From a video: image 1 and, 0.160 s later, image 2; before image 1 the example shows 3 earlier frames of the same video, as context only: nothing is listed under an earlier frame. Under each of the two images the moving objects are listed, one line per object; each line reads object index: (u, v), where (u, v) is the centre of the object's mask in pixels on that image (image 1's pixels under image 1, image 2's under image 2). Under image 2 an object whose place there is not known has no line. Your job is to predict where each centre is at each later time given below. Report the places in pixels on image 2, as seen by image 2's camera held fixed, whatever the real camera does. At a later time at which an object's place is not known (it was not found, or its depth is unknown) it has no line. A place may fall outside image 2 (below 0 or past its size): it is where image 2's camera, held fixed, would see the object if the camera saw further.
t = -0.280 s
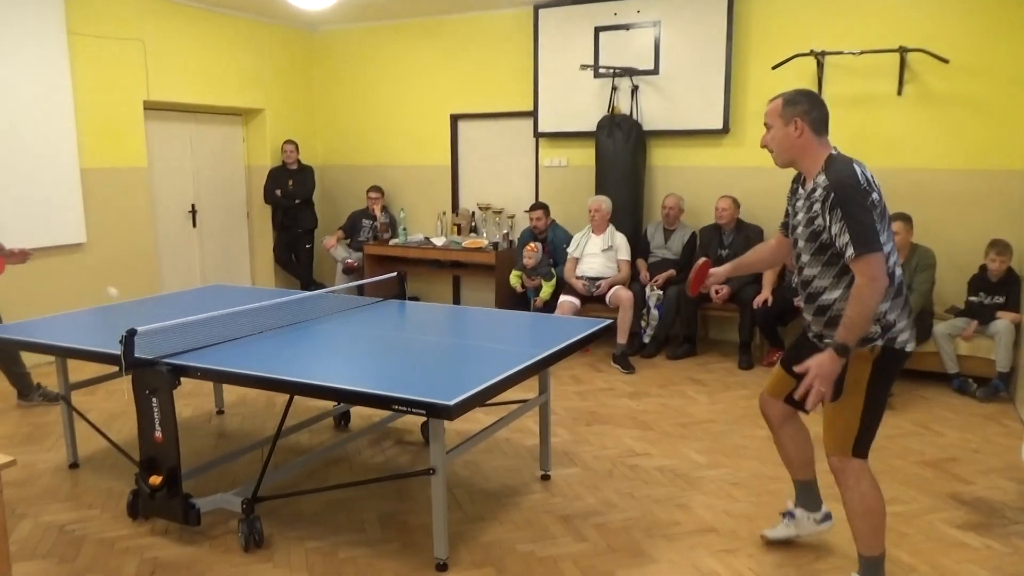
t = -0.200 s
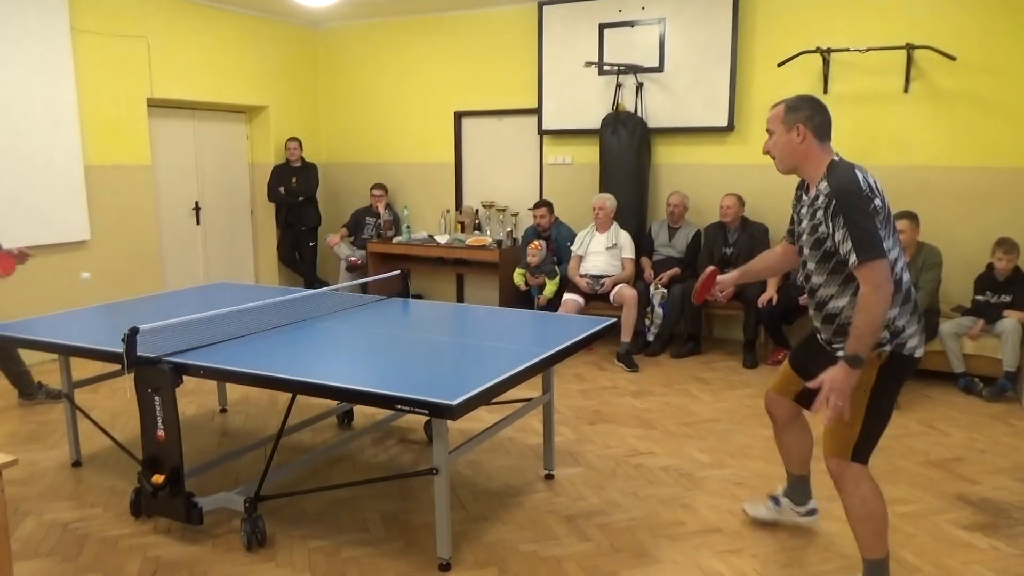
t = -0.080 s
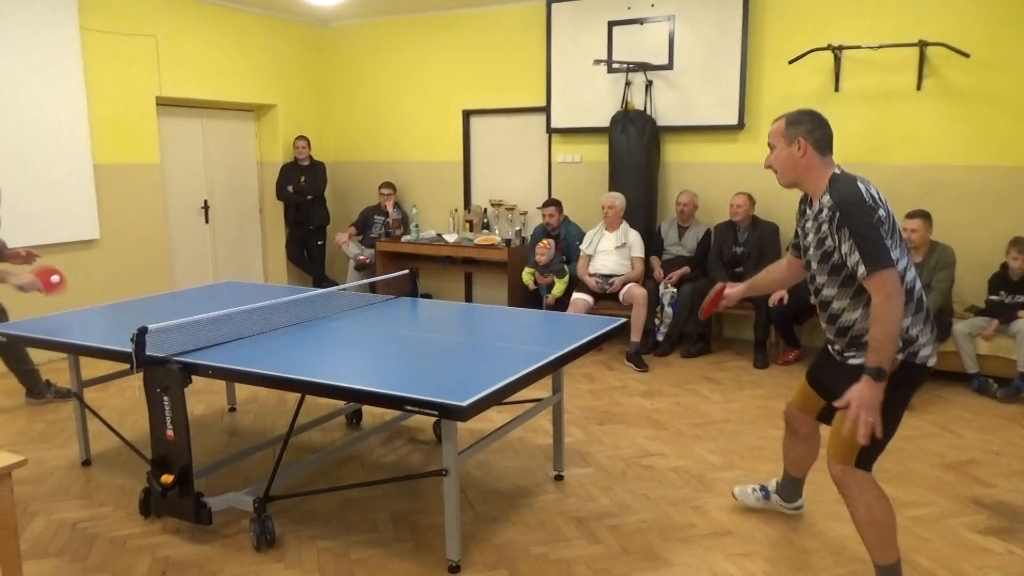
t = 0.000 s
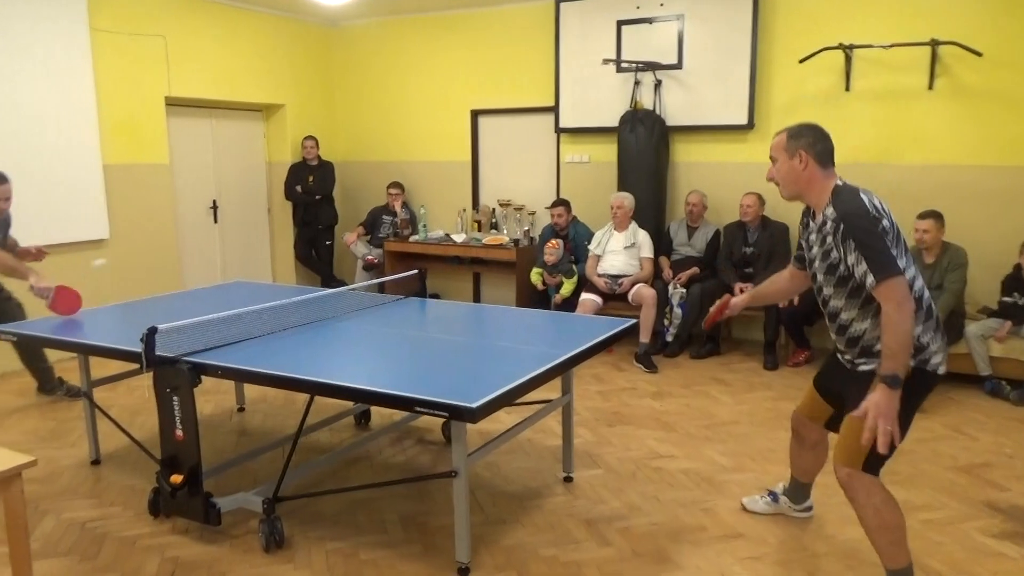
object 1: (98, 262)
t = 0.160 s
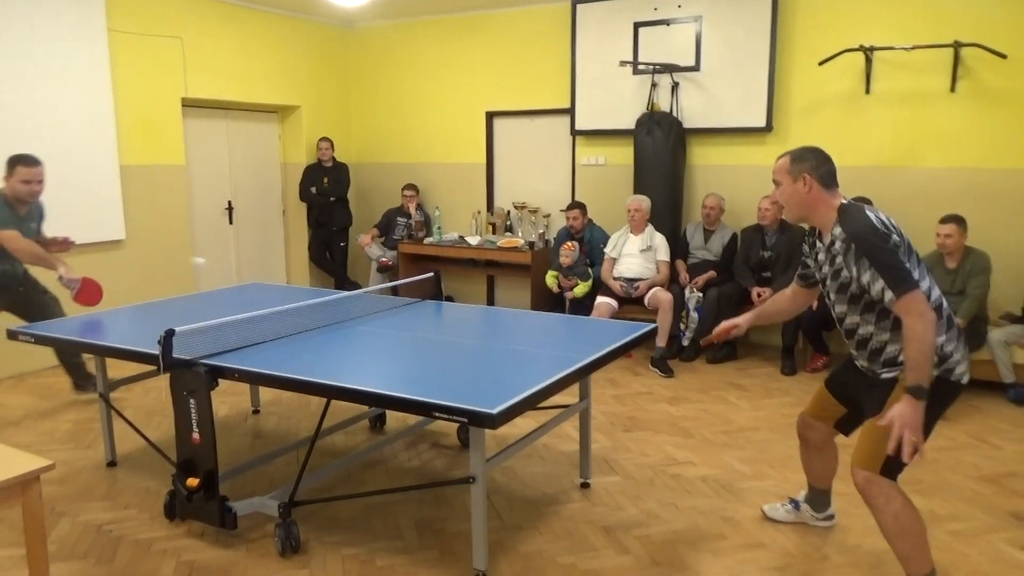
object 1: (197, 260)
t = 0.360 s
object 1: (322, 331)
